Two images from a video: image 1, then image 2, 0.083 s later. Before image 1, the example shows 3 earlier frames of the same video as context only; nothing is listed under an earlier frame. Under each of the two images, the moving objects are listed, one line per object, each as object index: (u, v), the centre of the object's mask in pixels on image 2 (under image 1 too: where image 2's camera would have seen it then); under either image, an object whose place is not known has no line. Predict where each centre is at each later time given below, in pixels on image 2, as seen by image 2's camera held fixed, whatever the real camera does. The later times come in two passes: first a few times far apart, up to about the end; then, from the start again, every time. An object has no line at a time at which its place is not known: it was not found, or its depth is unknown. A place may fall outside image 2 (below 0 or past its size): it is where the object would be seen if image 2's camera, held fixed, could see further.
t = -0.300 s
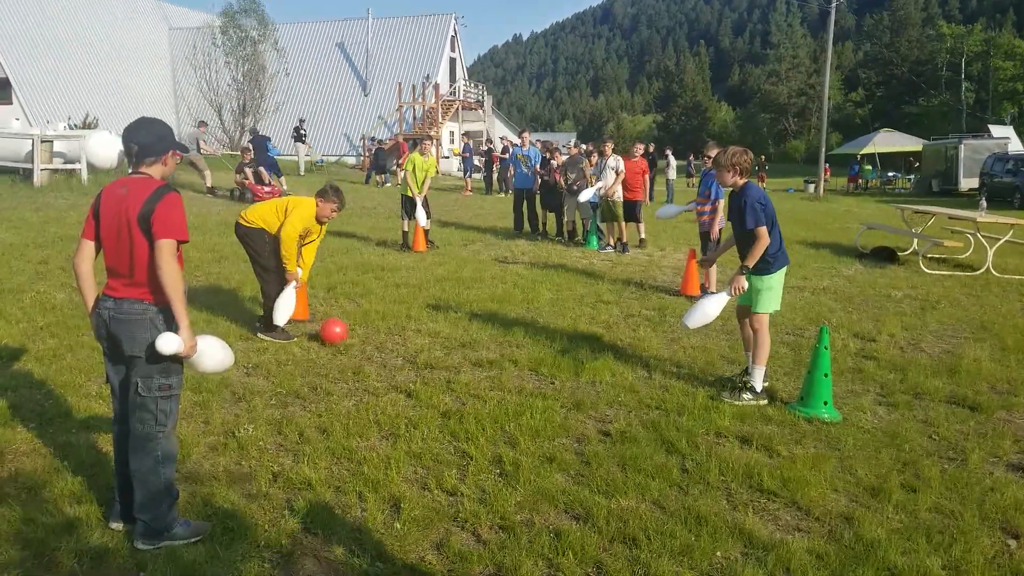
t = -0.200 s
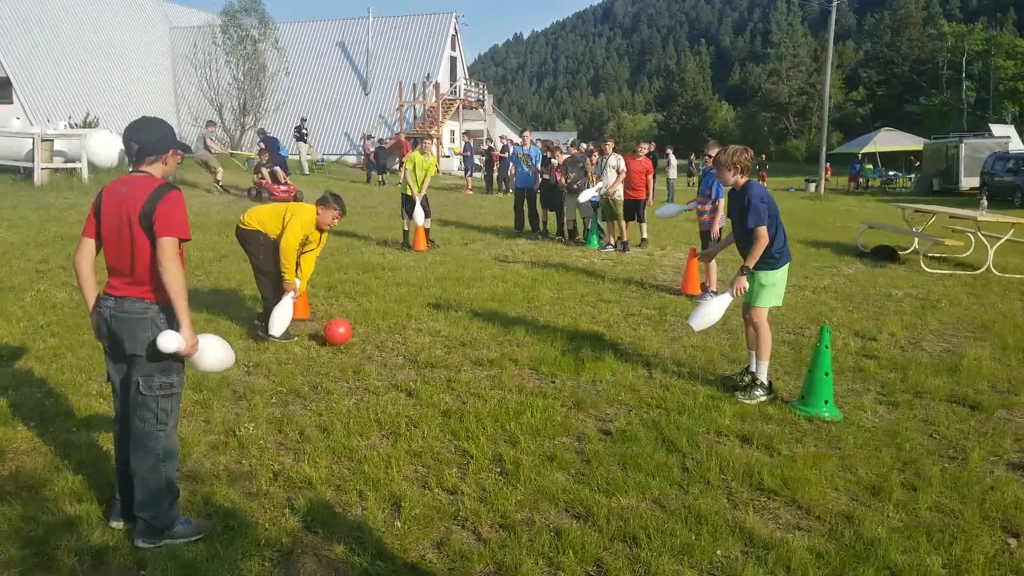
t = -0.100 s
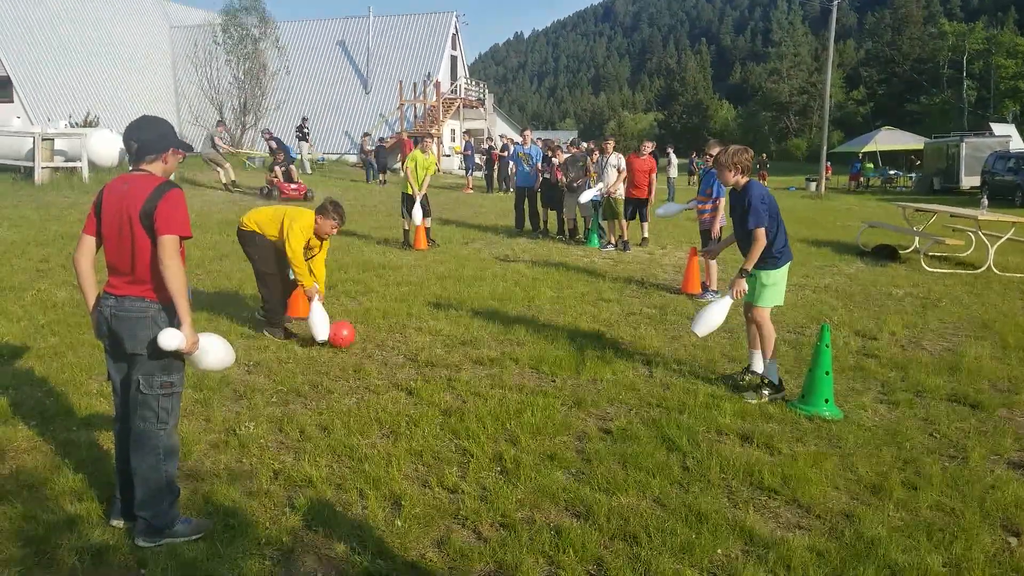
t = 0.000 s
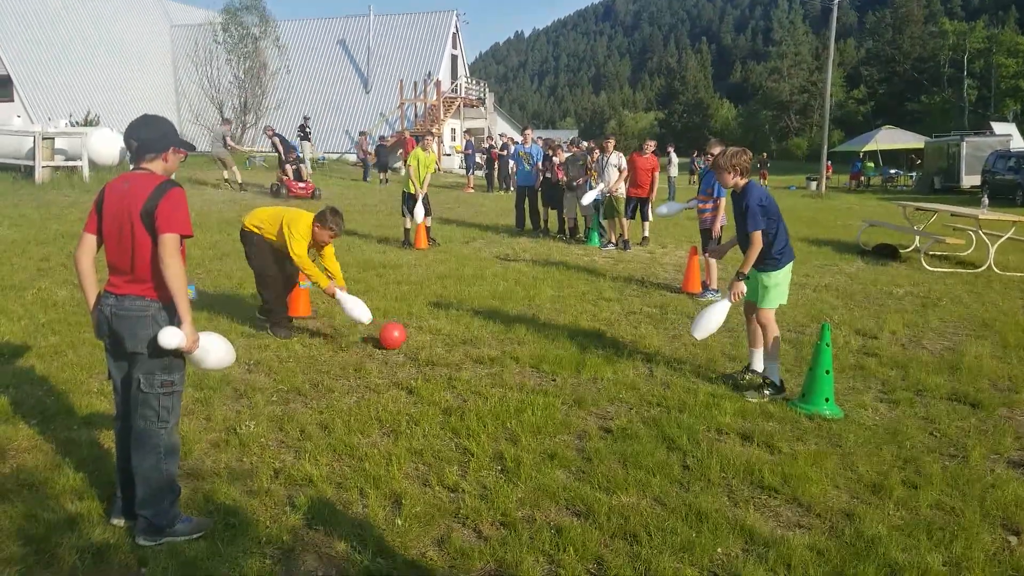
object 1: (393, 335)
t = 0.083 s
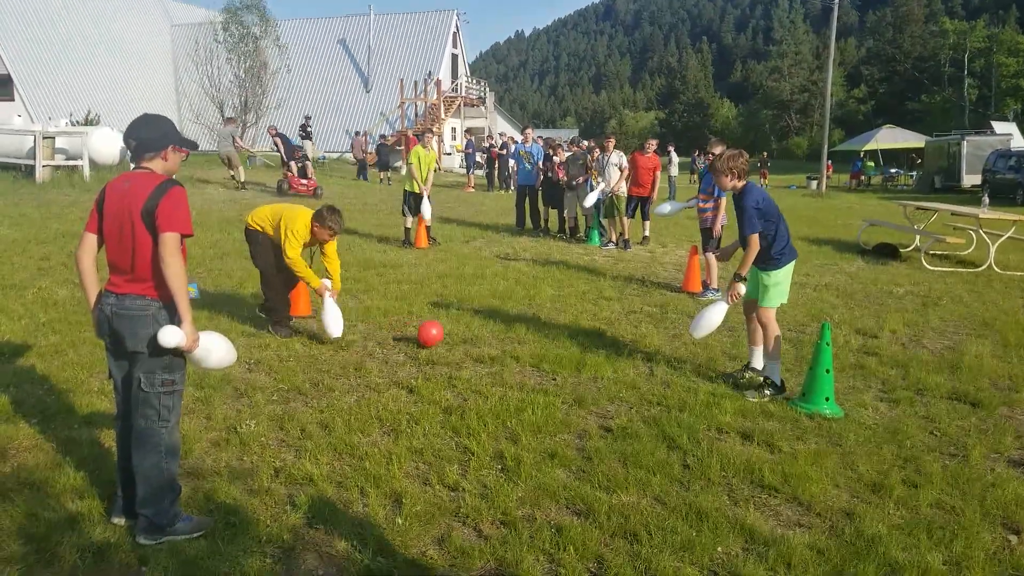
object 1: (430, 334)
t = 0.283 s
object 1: (501, 340)
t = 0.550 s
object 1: (582, 344)
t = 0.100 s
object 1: (437, 334)
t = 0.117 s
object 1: (444, 335)
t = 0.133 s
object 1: (451, 337)
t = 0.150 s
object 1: (458, 337)
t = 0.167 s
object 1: (464, 337)
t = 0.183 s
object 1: (469, 337)
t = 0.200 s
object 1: (474, 337)
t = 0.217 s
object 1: (480, 337)
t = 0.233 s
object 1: (485, 338)
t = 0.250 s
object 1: (490, 338)
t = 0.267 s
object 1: (496, 339)
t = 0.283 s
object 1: (501, 340)
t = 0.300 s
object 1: (506, 341)
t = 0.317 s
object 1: (512, 341)
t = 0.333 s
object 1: (518, 341)
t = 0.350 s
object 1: (523, 341)
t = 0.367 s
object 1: (530, 342)
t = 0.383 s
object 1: (535, 342)
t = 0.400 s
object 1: (540, 342)
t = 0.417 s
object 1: (545, 342)
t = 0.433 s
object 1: (550, 342)
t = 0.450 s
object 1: (555, 342)
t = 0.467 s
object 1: (559, 343)
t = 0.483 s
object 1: (564, 343)
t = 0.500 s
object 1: (568, 344)
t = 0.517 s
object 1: (573, 344)
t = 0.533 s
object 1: (577, 344)
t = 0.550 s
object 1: (582, 344)
